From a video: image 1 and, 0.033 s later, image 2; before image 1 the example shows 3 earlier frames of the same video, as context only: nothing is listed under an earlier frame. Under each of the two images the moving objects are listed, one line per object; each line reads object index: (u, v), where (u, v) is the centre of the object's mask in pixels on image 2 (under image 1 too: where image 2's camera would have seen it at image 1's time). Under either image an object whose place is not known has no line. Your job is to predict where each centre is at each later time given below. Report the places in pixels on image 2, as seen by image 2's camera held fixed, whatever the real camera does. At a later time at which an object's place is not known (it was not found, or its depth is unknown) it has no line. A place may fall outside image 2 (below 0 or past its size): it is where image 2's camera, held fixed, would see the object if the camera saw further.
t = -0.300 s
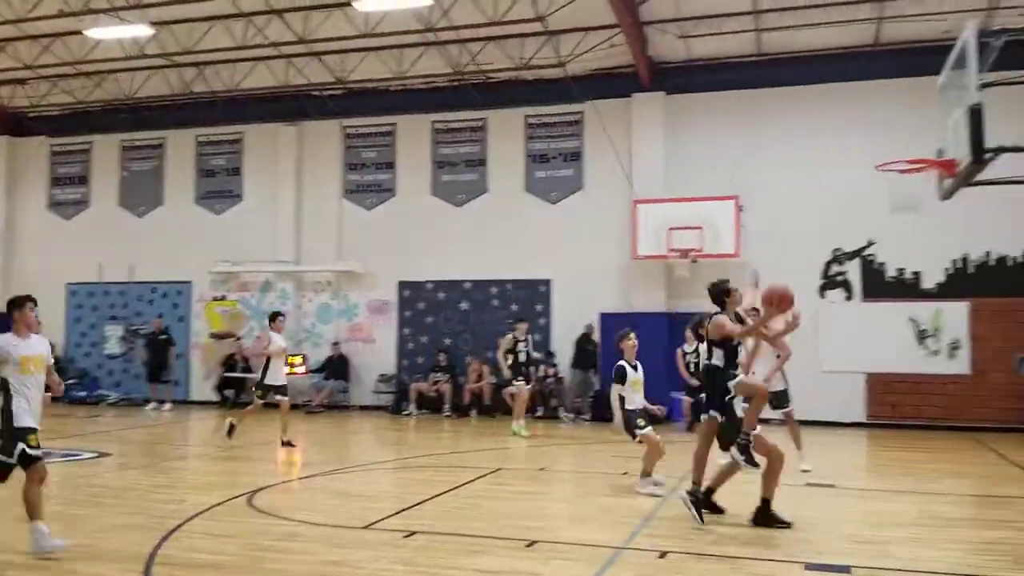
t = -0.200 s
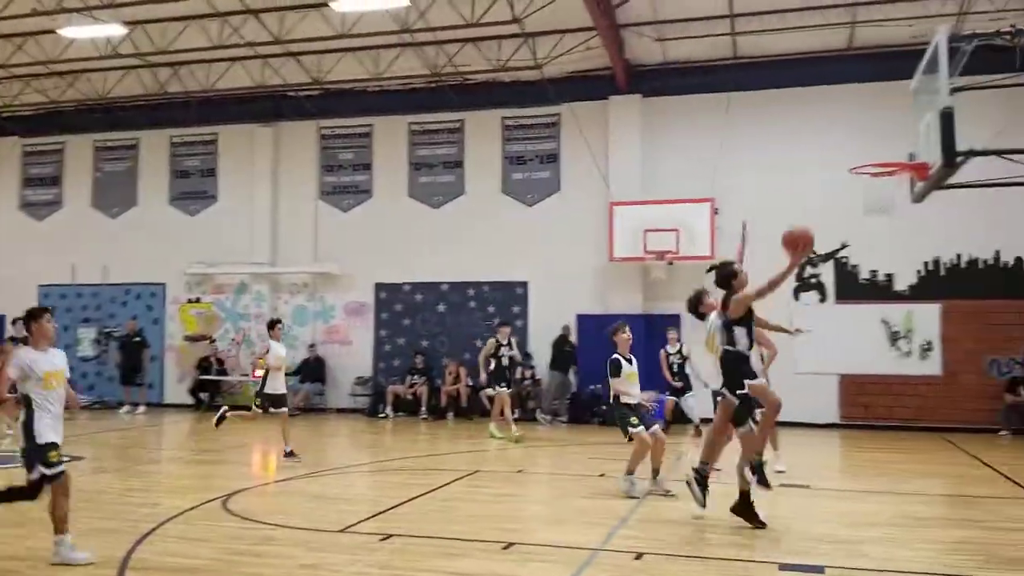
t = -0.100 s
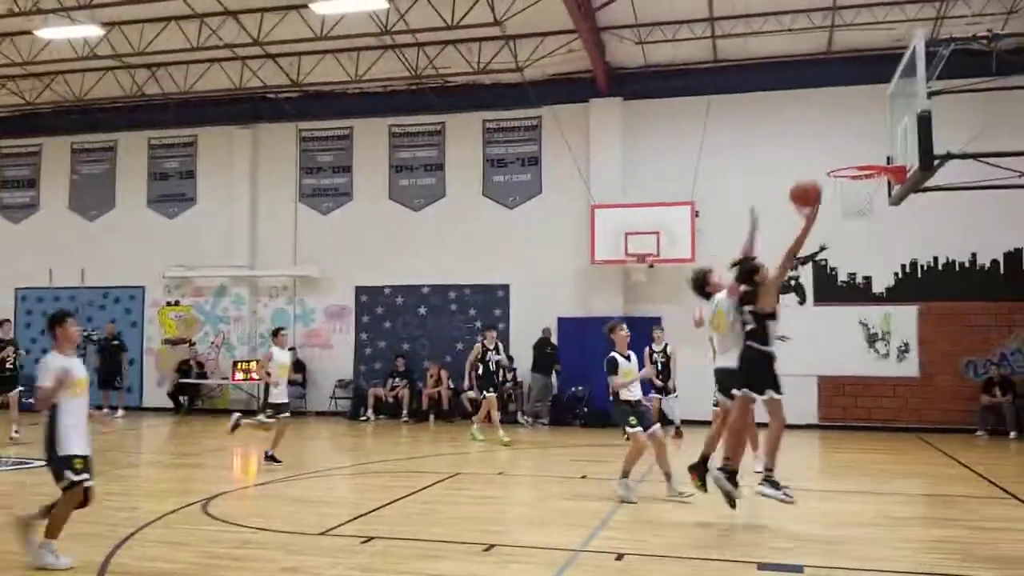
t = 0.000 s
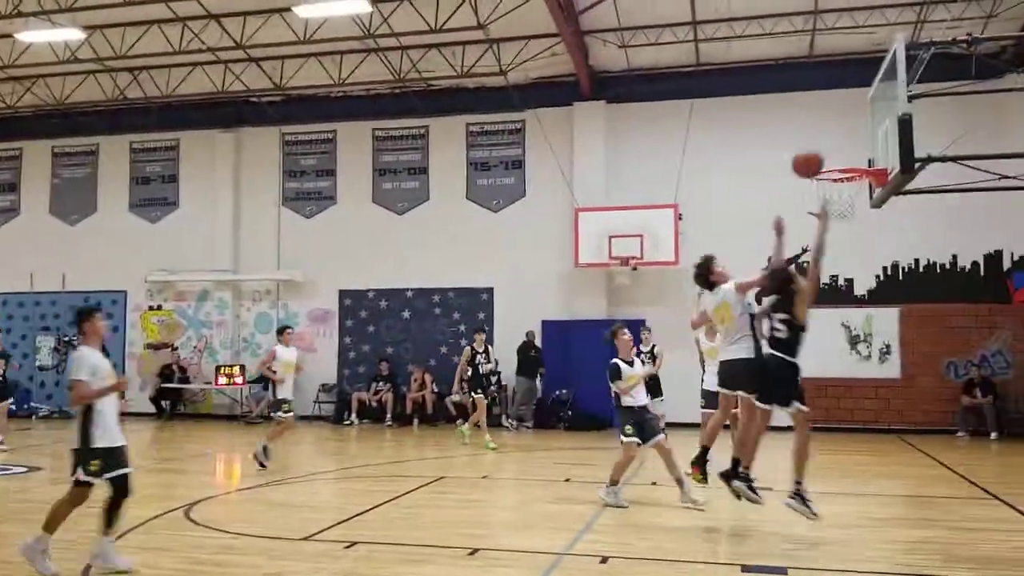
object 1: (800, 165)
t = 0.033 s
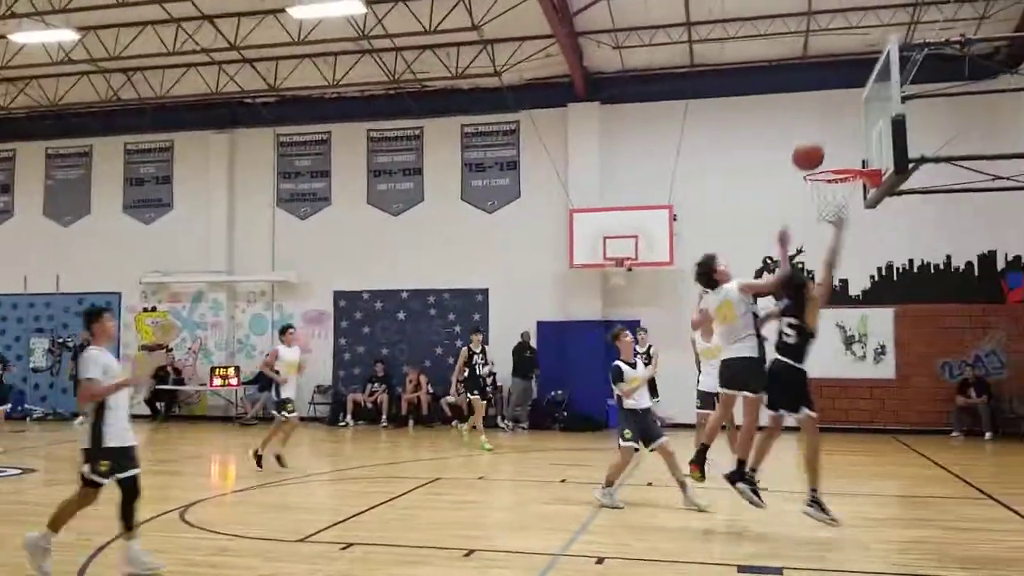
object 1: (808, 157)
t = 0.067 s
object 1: (814, 151)
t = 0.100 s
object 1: (821, 146)
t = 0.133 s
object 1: (828, 141)
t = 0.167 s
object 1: (835, 137)
